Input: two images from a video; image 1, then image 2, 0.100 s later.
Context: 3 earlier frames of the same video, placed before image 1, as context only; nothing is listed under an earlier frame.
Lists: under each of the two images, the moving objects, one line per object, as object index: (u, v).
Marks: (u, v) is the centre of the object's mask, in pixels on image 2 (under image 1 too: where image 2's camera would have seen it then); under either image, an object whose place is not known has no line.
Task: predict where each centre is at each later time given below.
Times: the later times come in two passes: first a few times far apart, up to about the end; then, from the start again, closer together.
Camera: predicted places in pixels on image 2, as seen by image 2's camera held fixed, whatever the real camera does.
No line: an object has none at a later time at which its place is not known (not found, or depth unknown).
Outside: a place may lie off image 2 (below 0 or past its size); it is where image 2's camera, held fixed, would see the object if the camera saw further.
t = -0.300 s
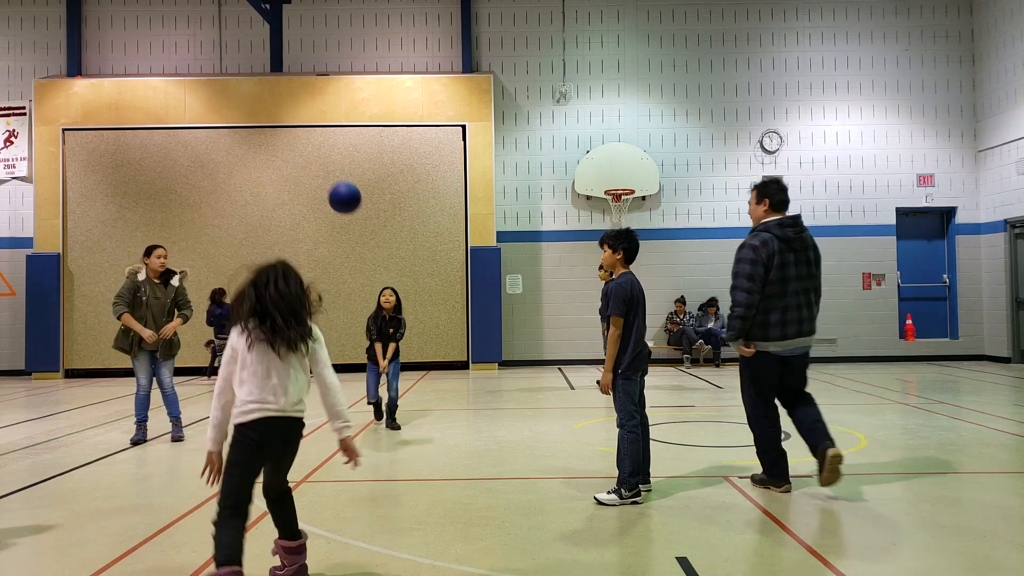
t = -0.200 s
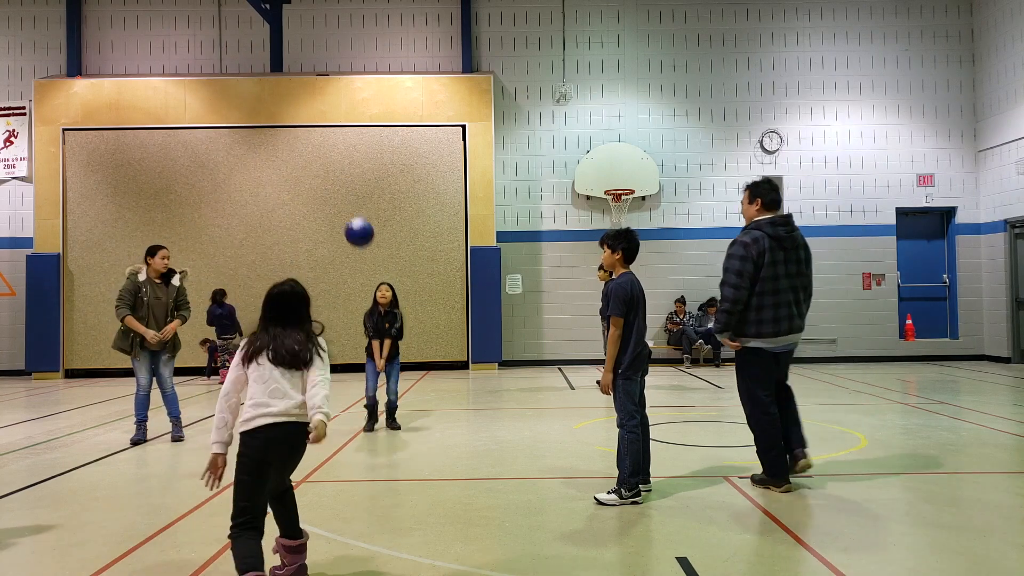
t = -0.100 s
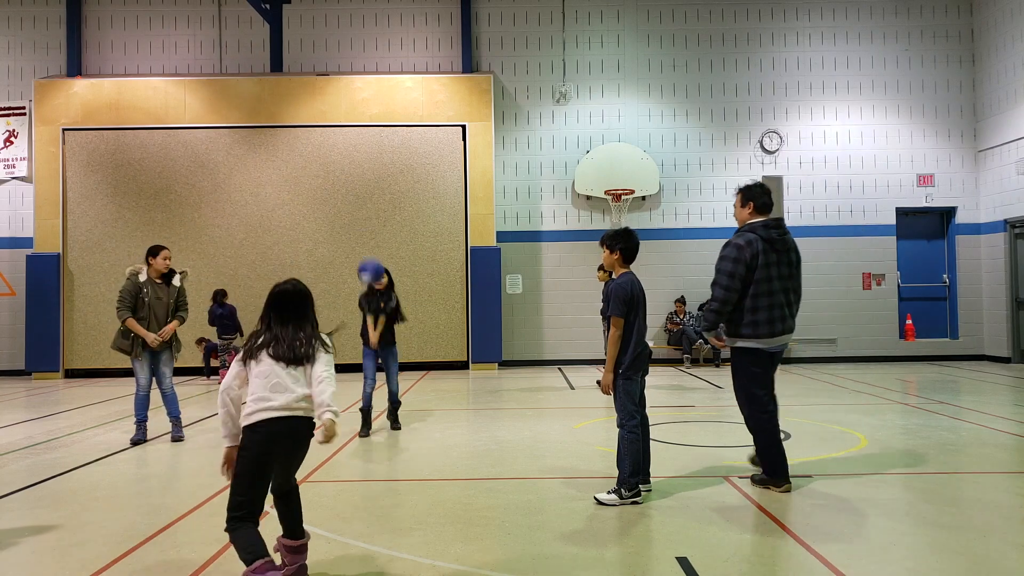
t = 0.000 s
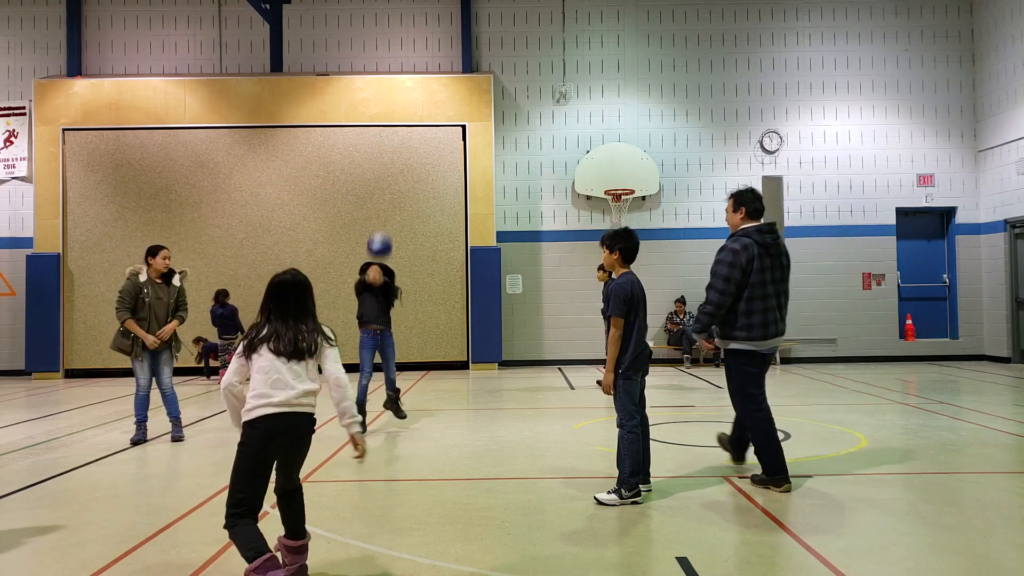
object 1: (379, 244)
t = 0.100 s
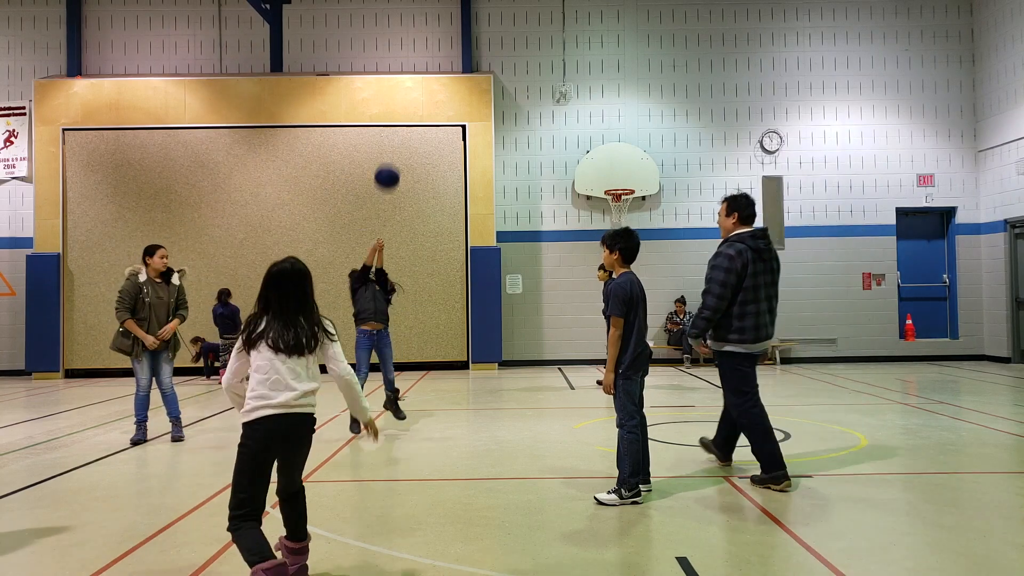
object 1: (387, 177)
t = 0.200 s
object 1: (395, 120)
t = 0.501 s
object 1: (419, 16)
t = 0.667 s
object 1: (434, 8)
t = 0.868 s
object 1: (452, 35)
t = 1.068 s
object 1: (471, 114)
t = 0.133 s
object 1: (389, 156)
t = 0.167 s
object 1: (392, 137)
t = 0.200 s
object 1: (395, 120)
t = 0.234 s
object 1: (397, 103)
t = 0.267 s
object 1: (400, 87)
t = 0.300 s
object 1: (402, 72)
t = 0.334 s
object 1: (405, 60)
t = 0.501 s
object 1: (419, 16)
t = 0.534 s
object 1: (422, 11)
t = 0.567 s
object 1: (425, 9)
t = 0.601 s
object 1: (428, 8)
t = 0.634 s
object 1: (431, 8)
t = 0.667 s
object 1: (434, 8)
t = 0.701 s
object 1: (437, 9)
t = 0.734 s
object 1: (439, 10)
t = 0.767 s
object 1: (443, 13)
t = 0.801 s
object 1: (445, 19)
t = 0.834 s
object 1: (449, 26)
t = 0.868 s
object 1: (452, 35)
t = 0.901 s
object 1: (455, 44)
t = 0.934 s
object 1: (458, 55)
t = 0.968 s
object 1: (461, 67)
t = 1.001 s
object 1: (465, 81)
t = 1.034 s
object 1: (468, 97)
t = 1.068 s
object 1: (471, 114)
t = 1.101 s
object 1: (474, 132)
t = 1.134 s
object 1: (478, 151)
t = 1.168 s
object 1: (481, 173)
